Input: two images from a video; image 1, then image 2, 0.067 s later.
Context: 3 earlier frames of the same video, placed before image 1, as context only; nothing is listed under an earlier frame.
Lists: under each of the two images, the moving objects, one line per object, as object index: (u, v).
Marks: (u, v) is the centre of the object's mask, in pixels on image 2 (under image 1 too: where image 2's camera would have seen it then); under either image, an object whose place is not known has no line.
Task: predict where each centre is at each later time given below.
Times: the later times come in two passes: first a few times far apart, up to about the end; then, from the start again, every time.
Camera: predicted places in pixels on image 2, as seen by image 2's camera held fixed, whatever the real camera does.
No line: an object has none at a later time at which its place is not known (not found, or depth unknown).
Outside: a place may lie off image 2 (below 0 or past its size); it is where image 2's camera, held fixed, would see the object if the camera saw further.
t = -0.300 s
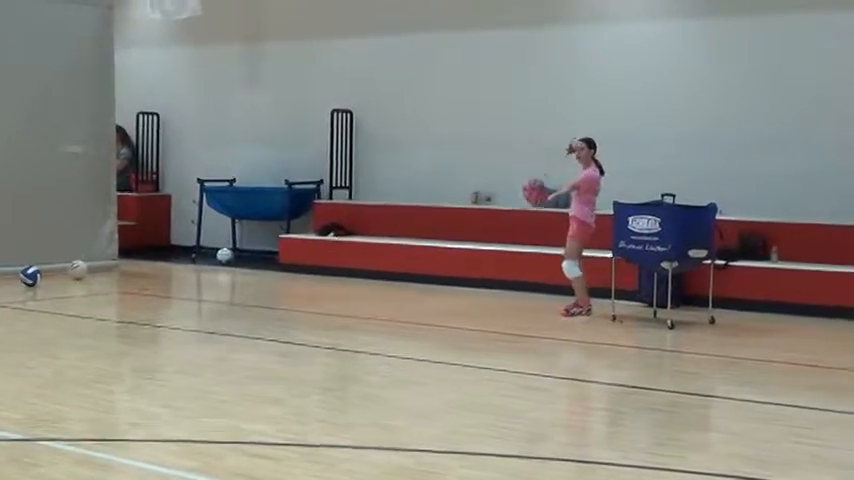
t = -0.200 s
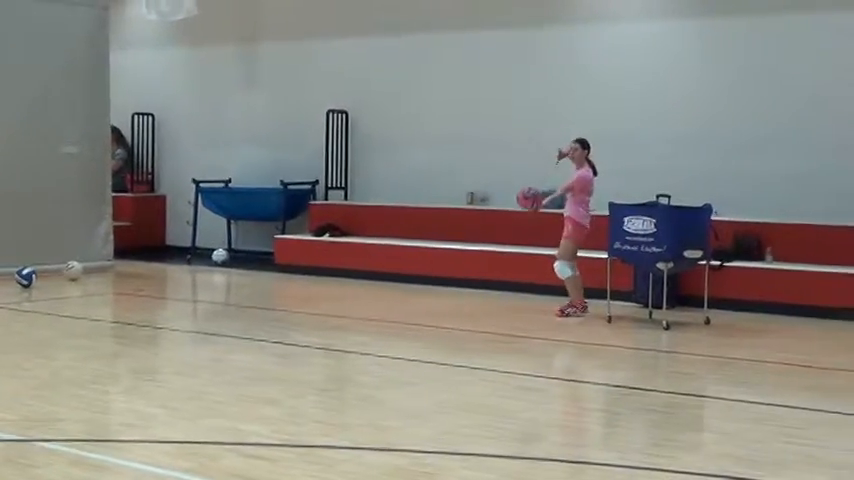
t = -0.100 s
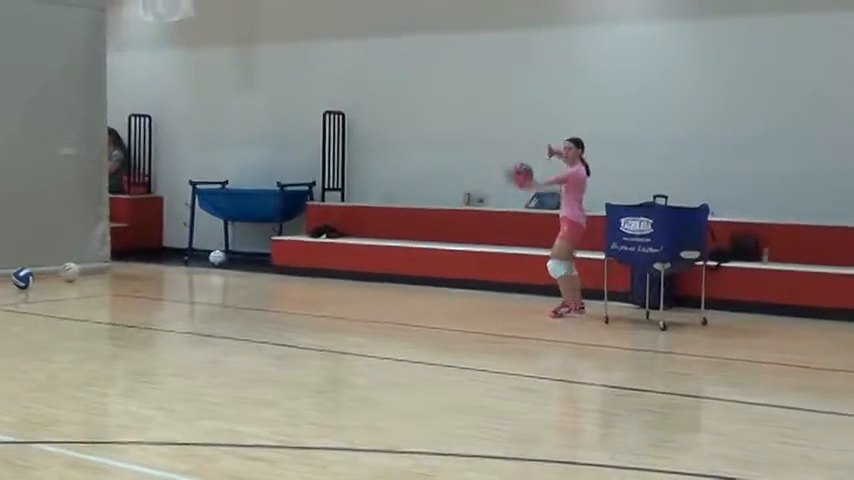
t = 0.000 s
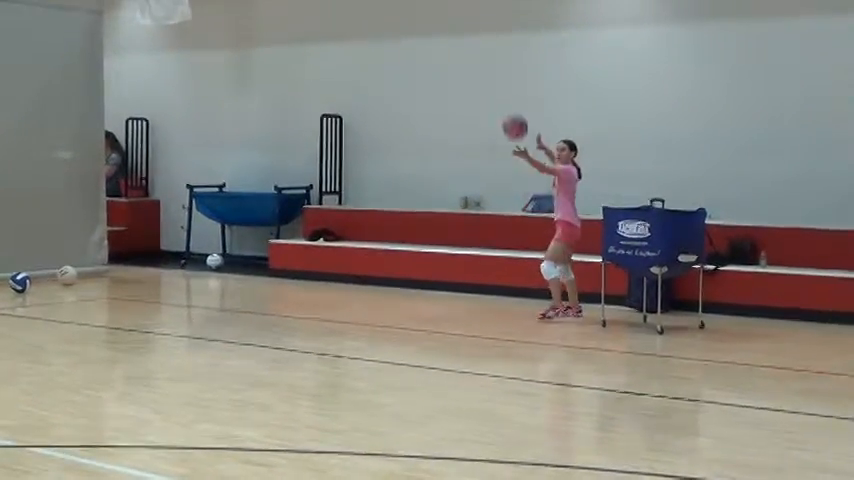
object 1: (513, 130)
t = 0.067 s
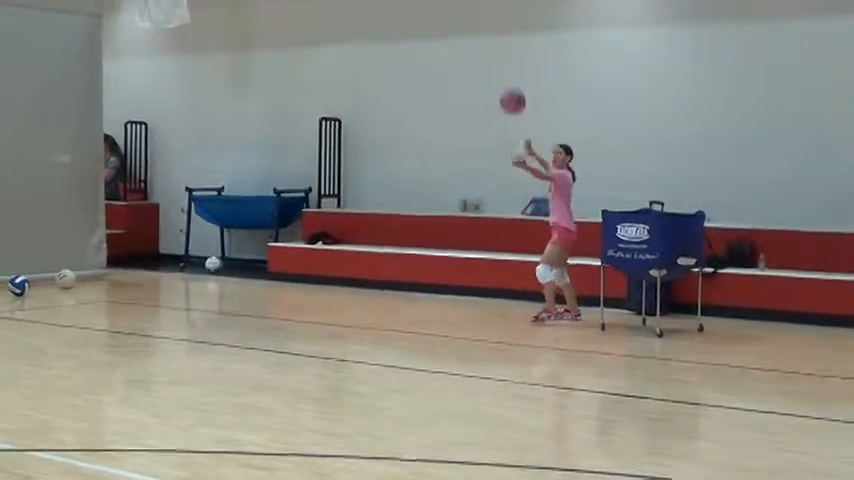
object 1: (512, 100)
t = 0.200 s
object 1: (509, 58)
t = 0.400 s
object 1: (505, 33)
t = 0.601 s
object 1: (503, 54)
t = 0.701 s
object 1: (499, 83)
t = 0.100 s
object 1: (511, 88)
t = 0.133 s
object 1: (510, 76)
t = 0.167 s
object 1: (510, 66)
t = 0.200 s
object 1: (509, 58)
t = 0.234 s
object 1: (508, 52)
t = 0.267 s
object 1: (508, 45)
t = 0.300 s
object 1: (507, 40)
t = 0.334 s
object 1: (506, 36)
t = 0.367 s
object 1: (505, 34)
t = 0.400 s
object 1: (505, 33)
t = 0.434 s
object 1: (504, 33)
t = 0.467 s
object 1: (504, 35)
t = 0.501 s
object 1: (504, 38)
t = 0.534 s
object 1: (503, 42)
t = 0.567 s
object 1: (502, 47)
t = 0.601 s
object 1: (503, 54)
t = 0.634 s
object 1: (501, 62)
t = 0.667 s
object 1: (501, 72)
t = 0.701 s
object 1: (499, 83)
